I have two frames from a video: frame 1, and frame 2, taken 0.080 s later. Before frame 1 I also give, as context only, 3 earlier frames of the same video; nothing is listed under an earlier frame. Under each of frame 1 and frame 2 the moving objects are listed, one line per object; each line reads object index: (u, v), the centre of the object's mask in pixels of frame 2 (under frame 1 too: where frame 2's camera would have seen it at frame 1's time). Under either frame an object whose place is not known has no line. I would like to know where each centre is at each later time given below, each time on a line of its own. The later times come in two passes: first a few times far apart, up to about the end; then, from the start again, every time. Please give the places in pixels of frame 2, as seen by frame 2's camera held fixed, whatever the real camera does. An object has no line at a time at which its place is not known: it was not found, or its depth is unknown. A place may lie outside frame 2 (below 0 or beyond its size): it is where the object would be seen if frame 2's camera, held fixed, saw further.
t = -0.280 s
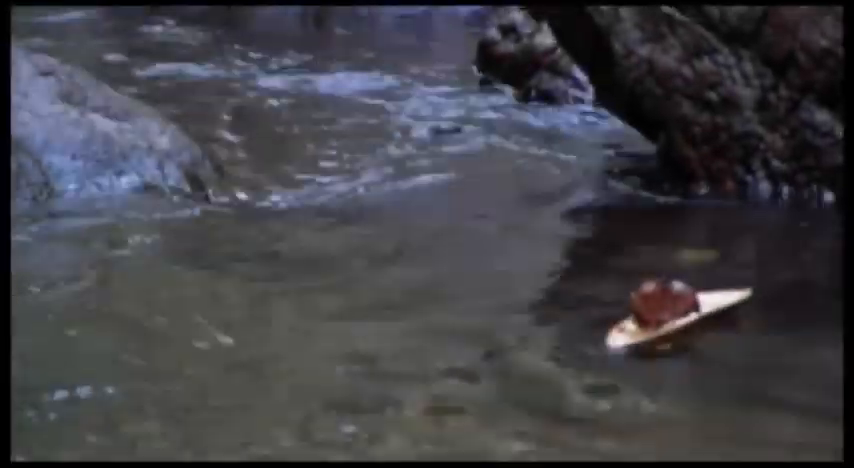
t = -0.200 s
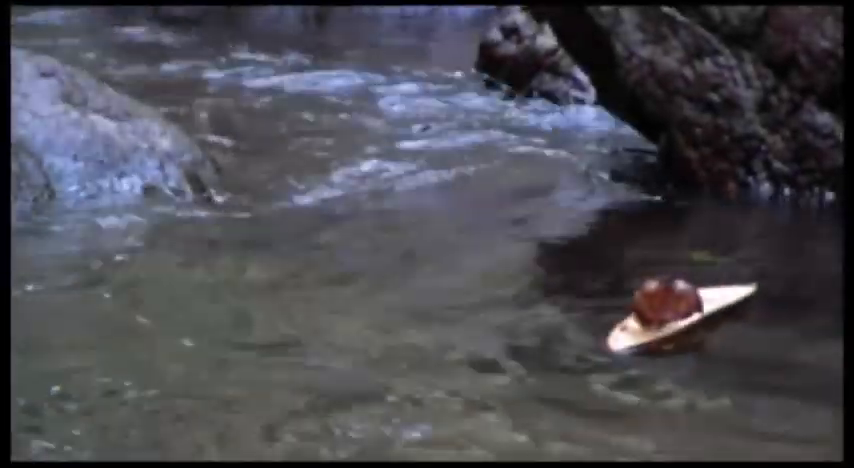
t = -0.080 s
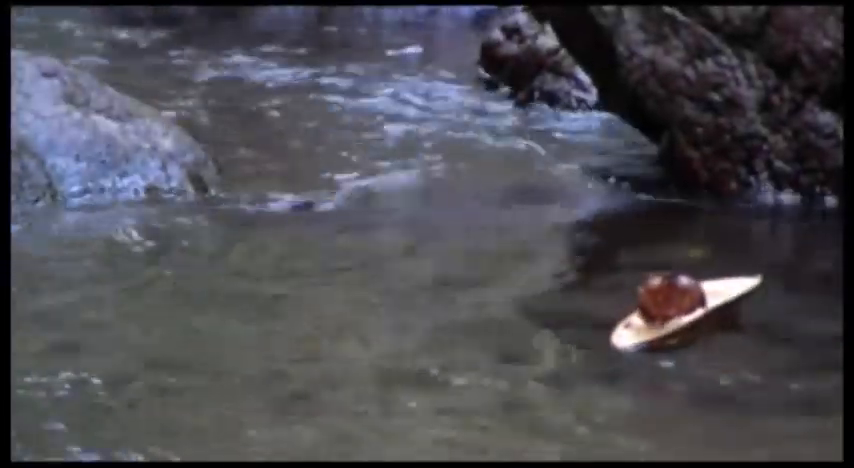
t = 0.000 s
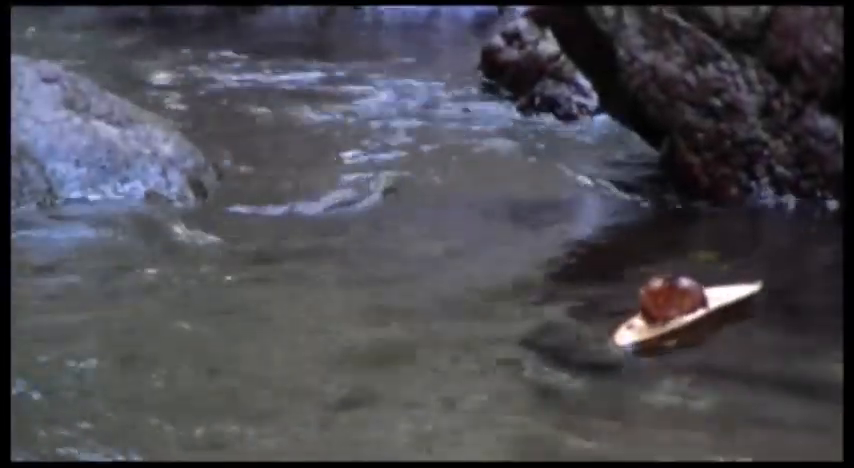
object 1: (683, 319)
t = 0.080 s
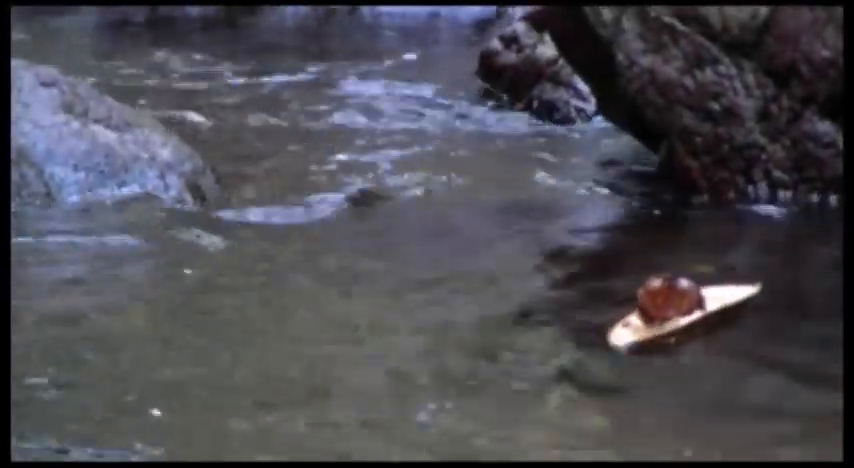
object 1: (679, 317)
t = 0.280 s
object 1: (684, 309)
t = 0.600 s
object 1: (672, 300)
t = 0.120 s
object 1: (683, 315)
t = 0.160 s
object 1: (682, 311)
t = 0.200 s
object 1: (684, 307)
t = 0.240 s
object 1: (682, 307)
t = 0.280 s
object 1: (684, 309)
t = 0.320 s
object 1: (683, 308)
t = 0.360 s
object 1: (681, 307)
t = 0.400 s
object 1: (679, 301)
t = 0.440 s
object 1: (679, 298)
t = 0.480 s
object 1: (677, 296)
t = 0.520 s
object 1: (676, 299)
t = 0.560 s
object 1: (675, 301)
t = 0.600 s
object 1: (672, 300)
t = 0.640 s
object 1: (672, 298)
